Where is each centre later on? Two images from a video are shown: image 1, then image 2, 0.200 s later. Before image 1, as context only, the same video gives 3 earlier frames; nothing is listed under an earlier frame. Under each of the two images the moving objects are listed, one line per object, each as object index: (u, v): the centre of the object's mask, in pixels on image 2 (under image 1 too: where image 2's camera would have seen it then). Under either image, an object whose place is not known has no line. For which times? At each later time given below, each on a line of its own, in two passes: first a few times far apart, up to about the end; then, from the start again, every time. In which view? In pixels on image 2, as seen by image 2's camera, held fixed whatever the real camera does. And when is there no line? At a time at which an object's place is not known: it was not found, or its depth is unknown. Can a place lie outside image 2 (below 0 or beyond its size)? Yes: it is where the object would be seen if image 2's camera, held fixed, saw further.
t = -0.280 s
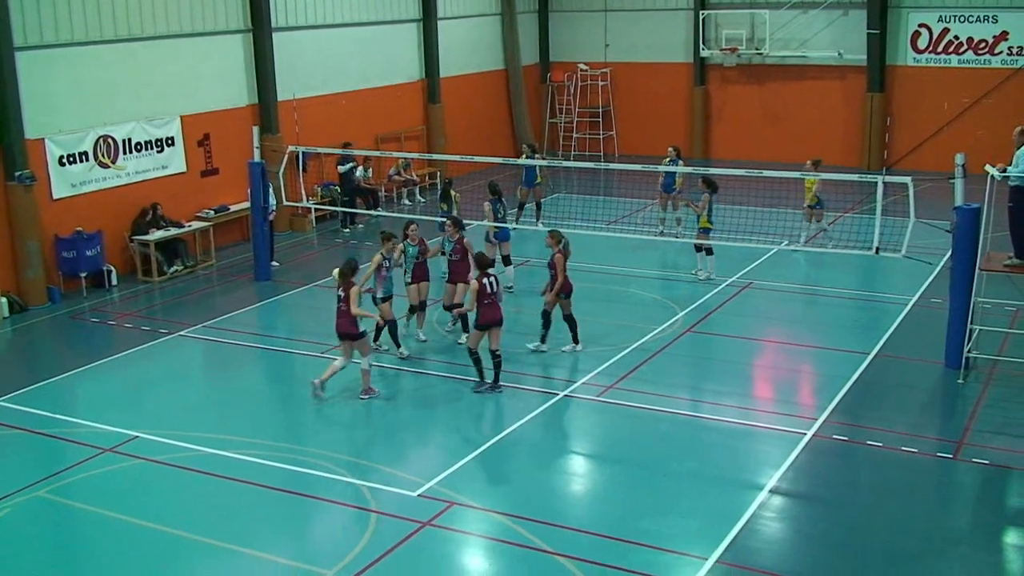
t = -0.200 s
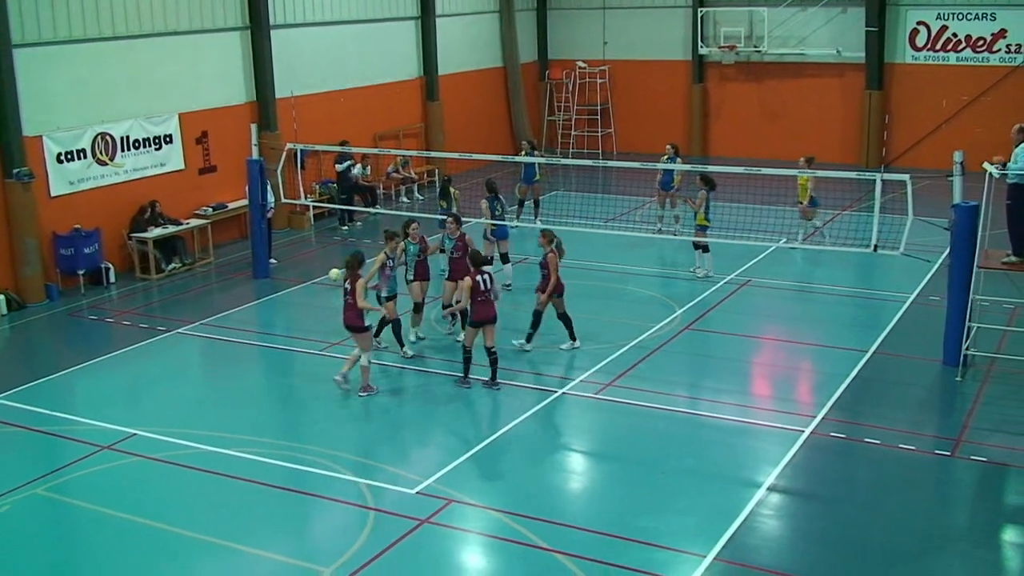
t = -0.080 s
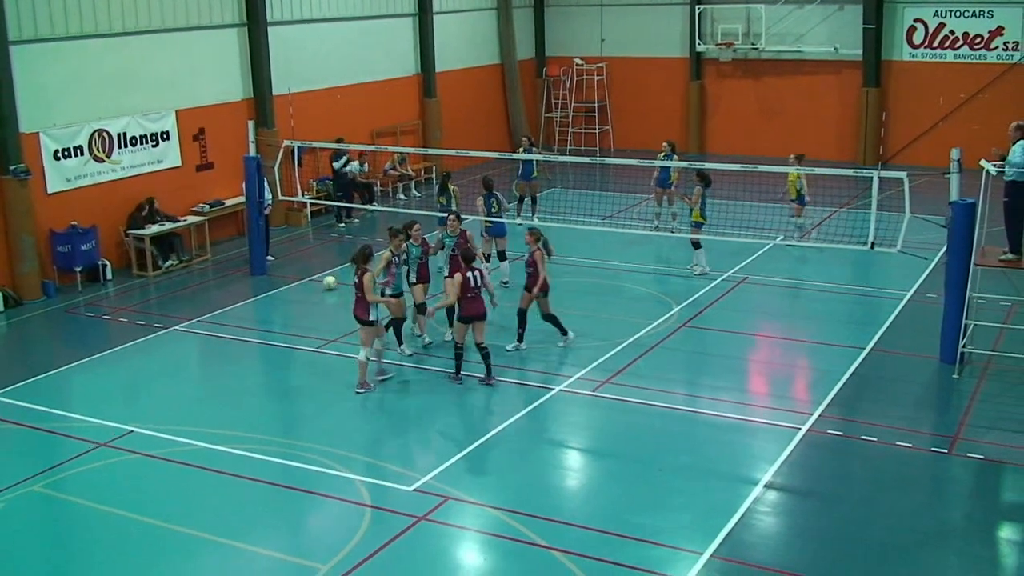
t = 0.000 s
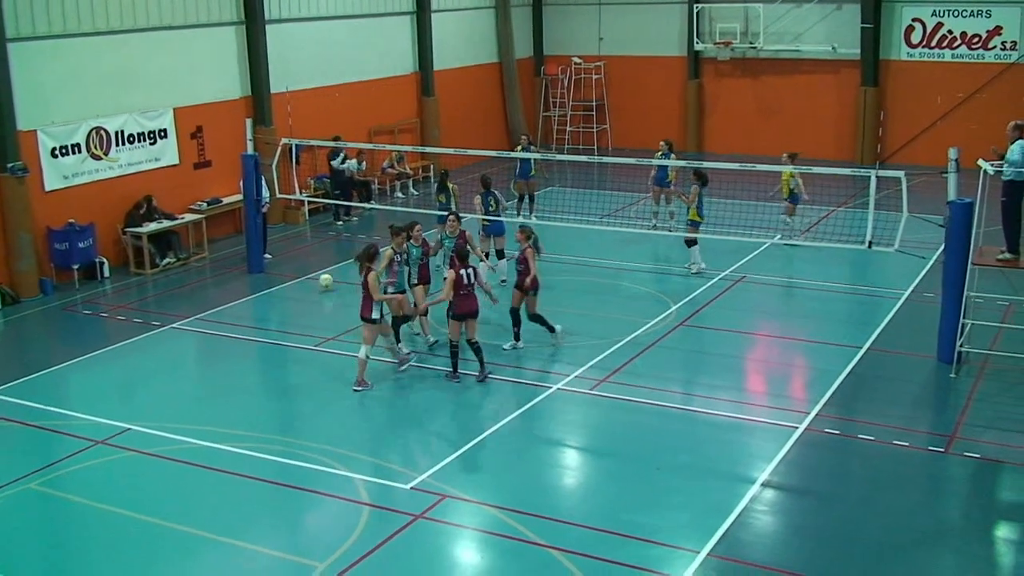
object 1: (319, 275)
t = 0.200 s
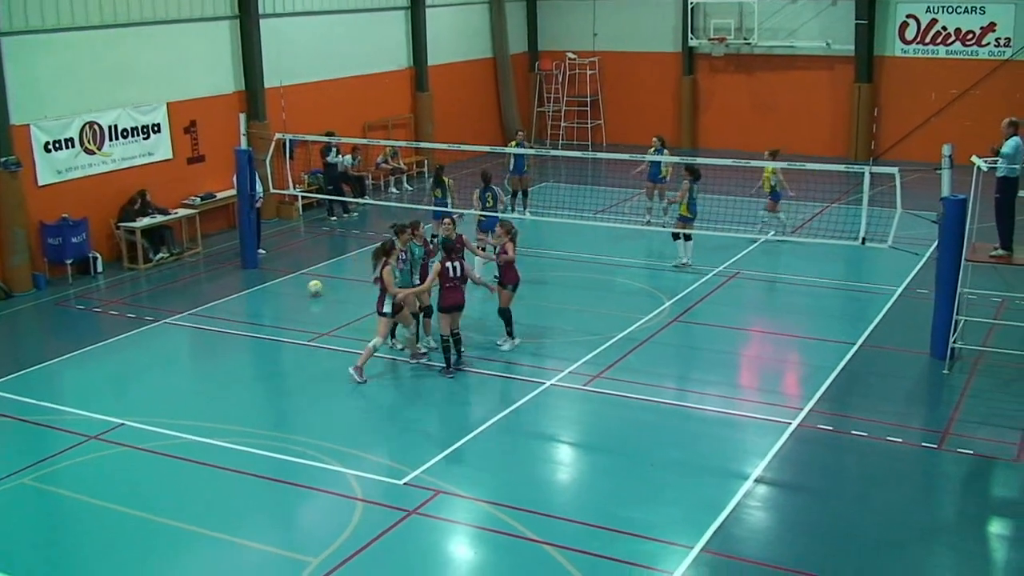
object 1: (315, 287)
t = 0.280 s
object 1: (312, 288)
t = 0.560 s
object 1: (305, 304)
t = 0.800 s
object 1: (298, 317)
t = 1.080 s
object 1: (289, 332)
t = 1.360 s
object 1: (280, 348)
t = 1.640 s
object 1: (270, 365)
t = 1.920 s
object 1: (259, 383)
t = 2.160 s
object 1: (248, 399)
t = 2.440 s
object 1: (234, 420)
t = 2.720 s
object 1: (220, 442)
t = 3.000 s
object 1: (203, 466)
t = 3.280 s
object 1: (185, 492)
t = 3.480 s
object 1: (170, 512)
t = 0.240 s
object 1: (313, 287)
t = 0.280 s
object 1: (312, 288)
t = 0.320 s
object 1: (312, 291)
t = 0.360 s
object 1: (310, 295)
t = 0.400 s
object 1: (309, 298)
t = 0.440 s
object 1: (308, 298)
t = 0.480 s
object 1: (307, 299)
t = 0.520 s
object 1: (306, 301)
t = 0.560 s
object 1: (305, 304)
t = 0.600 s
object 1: (303, 307)
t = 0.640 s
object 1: (302, 308)
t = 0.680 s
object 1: (301, 309)
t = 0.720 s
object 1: (300, 312)
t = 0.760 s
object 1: (299, 316)
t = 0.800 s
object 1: (298, 317)
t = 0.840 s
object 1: (297, 318)
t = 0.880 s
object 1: (296, 321)
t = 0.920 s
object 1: (294, 322)
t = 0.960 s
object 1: (293, 324)
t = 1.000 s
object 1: (292, 327)
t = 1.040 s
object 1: (291, 329)
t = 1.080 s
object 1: (289, 332)
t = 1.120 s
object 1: (288, 334)
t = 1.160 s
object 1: (287, 336)
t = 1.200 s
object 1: (286, 339)
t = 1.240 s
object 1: (284, 341)
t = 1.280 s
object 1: (283, 343)
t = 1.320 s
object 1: (281, 346)
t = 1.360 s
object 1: (280, 348)
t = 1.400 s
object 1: (279, 350)
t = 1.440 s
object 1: (277, 353)
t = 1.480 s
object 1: (275, 355)
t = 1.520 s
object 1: (274, 357)
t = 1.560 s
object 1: (273, 360)
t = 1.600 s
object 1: (271, 362)
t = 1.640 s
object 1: (270, 365)
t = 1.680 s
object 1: (268, 367)
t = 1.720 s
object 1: (266, 370)
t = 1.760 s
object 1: (265, 373)
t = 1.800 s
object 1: (263, 375)
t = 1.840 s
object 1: (262, 377)
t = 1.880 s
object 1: (260, 380)
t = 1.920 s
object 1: (259, 383)
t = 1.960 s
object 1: (257, 385)
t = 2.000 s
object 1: (255, 389)
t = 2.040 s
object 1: (253, 391)
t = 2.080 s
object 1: (251, 394)
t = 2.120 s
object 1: (249, 397)
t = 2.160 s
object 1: (248, 399)
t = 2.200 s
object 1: (246, 402)
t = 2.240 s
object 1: (244, 405)
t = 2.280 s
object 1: (241, 408)
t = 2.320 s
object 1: (239, 411)
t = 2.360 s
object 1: (237, 414)
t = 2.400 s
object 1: (236, 417)
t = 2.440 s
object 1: (234, 420)
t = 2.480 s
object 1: (232, 423)
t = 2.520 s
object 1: (230, 427)
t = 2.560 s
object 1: (228, 429)
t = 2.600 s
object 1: (225, 432)
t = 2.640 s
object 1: (223, 435)
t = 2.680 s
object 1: (221, 439)
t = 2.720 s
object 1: (220, 442)
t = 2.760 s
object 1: (217, 445)
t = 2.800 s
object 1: (214, 449)
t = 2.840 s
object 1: (213, 452)
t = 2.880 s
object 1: (210, 455)
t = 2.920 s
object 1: (208, 459)
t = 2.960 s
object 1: (205, 462)
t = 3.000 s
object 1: (203, 466)
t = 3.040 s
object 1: (201, 469)
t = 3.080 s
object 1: (198, 473)
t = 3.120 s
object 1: (196, 477)
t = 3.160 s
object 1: (193, 480)
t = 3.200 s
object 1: (190, 484)
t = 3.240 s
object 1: (187, 488)
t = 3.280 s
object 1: (185, 492)
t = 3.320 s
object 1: (182, 496)
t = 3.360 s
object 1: (179, 499)
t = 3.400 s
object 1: (176, 504)
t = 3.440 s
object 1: (173, 507)
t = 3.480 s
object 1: (170, 512)
